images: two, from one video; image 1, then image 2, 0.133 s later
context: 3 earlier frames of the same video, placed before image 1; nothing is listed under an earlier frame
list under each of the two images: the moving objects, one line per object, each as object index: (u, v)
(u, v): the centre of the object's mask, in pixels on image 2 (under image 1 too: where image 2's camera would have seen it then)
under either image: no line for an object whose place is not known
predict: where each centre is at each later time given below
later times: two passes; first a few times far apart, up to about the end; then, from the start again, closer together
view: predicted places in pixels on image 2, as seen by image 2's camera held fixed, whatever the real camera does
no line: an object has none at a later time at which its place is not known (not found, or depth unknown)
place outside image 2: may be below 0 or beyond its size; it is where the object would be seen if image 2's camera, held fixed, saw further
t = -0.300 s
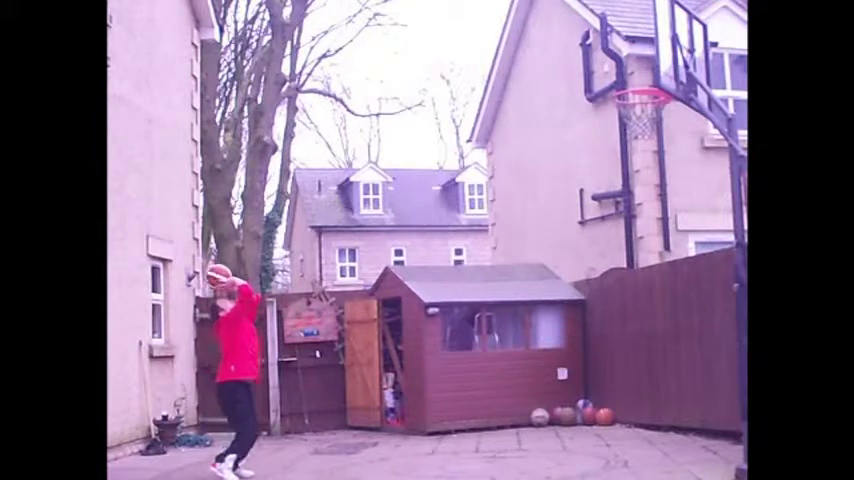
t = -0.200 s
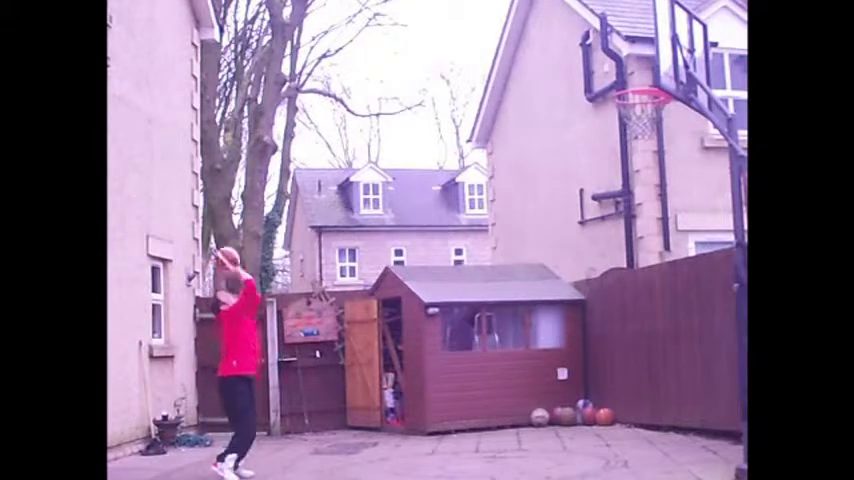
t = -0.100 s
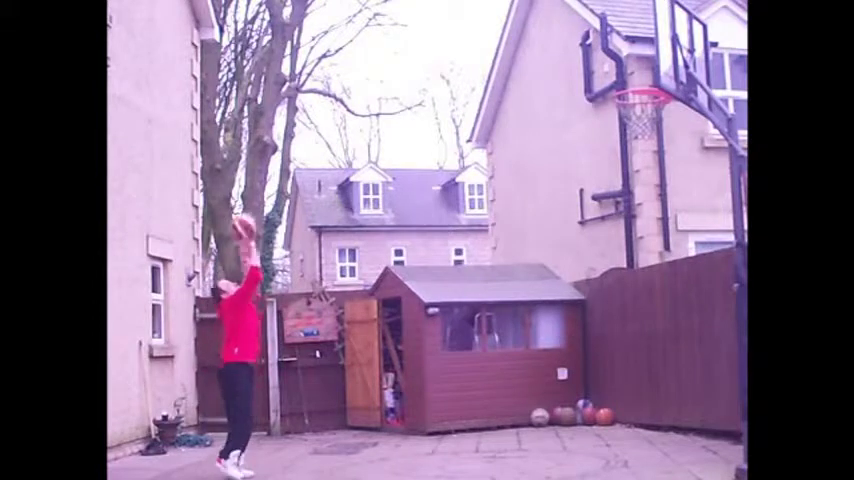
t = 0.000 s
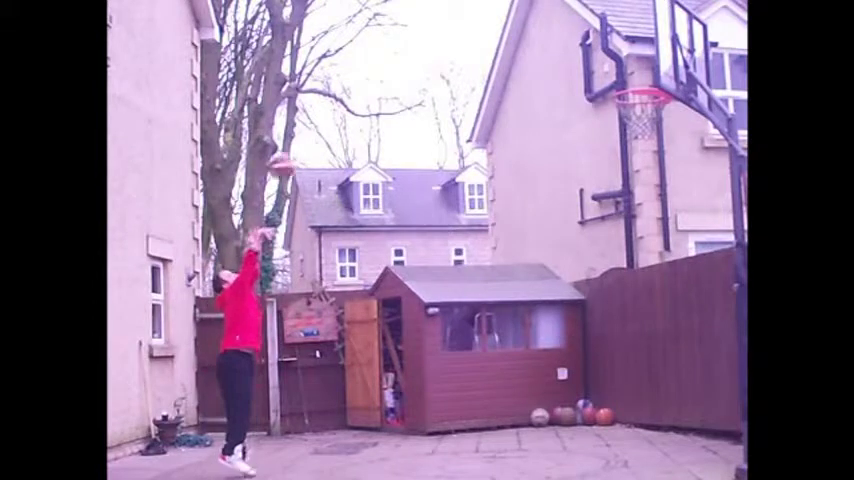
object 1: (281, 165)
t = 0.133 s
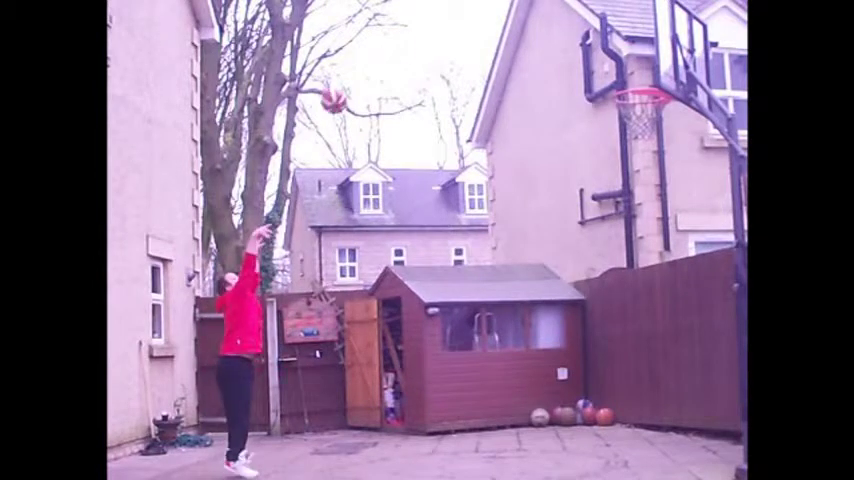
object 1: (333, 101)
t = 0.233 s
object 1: (373, 65)
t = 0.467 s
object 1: (469, 20)
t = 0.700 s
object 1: (569, 34)
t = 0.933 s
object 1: (641, 81)
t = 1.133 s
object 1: (616, 63)
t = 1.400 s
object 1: (592, 86)
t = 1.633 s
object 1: (573, 179)
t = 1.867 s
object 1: (558, 338)
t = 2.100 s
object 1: (537, 404)
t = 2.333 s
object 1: (510, 279)
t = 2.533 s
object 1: (490, 229)
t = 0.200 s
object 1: (360, 76)
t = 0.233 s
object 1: (373, 65)
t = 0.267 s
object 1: (387, 55)
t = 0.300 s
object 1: (400, 45)
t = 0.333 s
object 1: (414, 37)
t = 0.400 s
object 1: (441, 27)
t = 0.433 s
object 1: (456, 22)
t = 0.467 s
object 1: (469, 20)
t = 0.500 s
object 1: (484, 17)
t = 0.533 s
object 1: (498, 17)
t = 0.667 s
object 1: (556, 28)
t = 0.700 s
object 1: (569, 34)
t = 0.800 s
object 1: (616, 58)
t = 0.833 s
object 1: (631, 68)
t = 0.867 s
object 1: (645, 77)
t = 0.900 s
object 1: (647, 80)
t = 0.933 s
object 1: (641, 81)
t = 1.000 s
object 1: (631, 78)
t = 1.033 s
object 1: (628, 75)
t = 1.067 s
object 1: (624, 68)
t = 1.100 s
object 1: (620, 65)
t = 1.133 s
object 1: (616, 63)
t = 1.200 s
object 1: (610, 61)
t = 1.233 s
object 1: (607, 62)
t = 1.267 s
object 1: (605, 64)
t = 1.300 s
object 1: (601, 68)
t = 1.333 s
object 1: (597, 74)
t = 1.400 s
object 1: (592, 86)
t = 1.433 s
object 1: (589, 95)
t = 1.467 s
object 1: (587, 106)
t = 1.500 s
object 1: (584, 119)
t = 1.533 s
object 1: (581, 131)
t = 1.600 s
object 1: (575, 161)
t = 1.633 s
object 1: (573, 179)
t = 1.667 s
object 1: (571, 197)
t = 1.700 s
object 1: (568, 217)
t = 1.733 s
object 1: (565, 239)
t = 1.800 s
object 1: (561, 287)
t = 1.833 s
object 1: (559, 312)
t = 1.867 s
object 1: (558, 338)
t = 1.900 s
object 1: (554, 368)
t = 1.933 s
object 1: (552, 399)
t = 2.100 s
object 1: (537, 404)
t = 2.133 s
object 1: (534, 383)
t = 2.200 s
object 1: (526, 341)
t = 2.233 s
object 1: (522, 323)
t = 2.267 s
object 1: (518, 307)
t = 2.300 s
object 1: (513, 291)
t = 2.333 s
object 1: (510, 279)
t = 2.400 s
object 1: (503, 257)
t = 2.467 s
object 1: (496, 240)
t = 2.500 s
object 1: (493, 233)
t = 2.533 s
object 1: (490, 229)
